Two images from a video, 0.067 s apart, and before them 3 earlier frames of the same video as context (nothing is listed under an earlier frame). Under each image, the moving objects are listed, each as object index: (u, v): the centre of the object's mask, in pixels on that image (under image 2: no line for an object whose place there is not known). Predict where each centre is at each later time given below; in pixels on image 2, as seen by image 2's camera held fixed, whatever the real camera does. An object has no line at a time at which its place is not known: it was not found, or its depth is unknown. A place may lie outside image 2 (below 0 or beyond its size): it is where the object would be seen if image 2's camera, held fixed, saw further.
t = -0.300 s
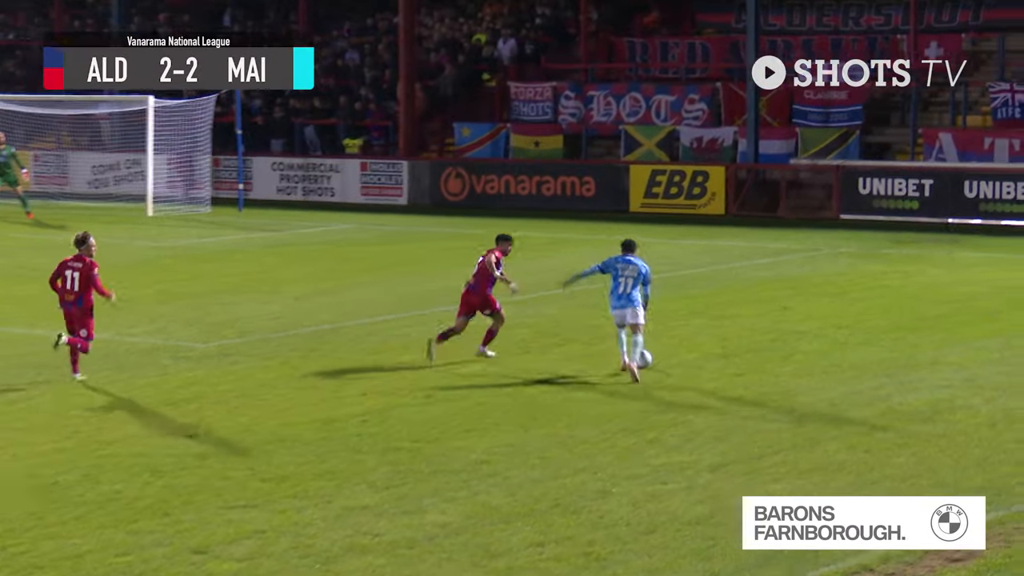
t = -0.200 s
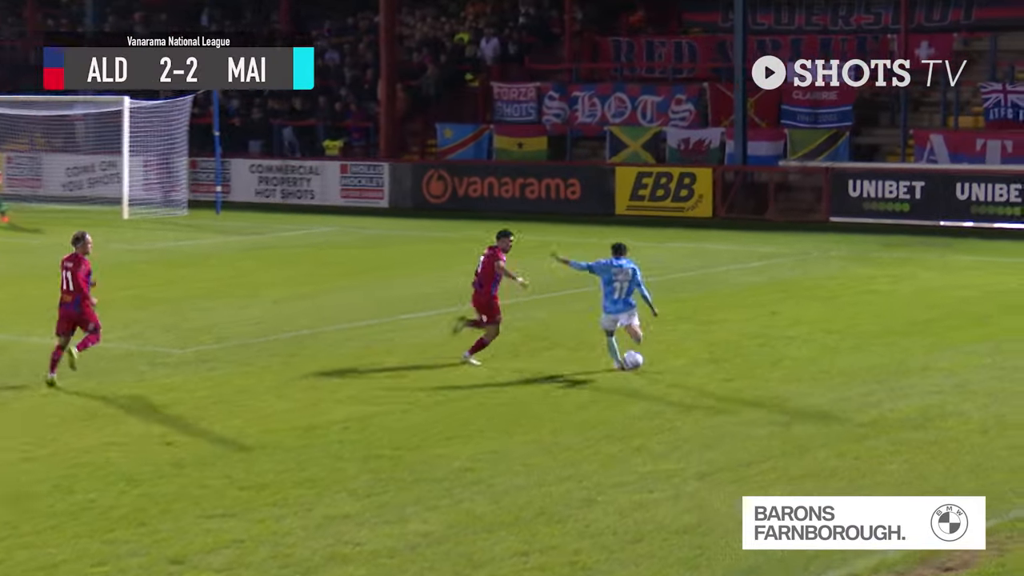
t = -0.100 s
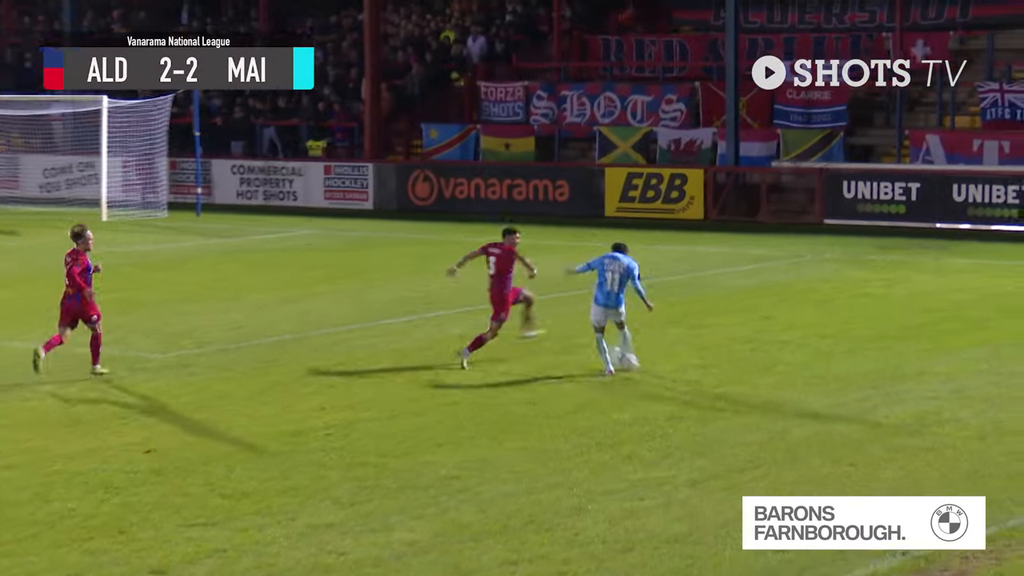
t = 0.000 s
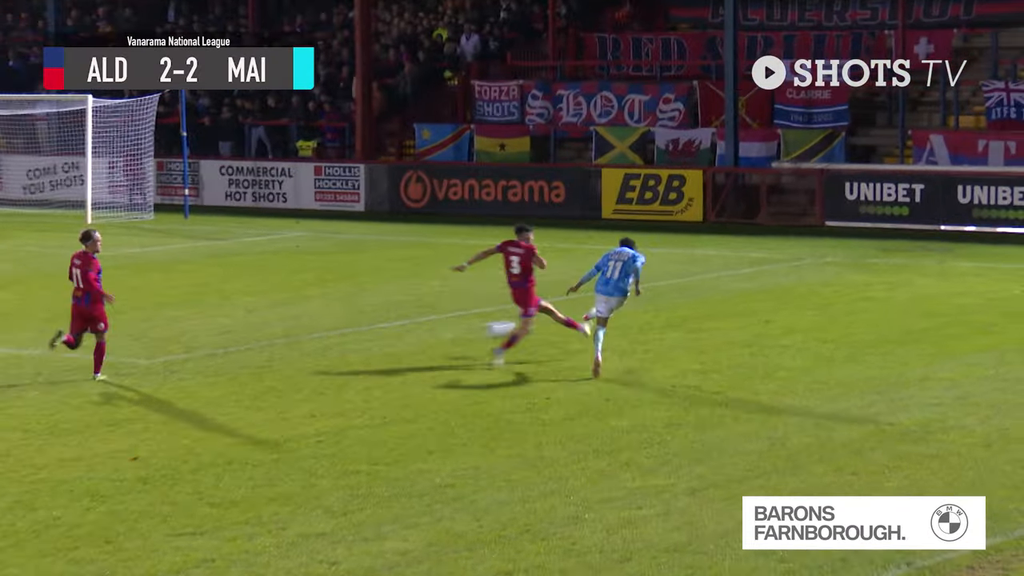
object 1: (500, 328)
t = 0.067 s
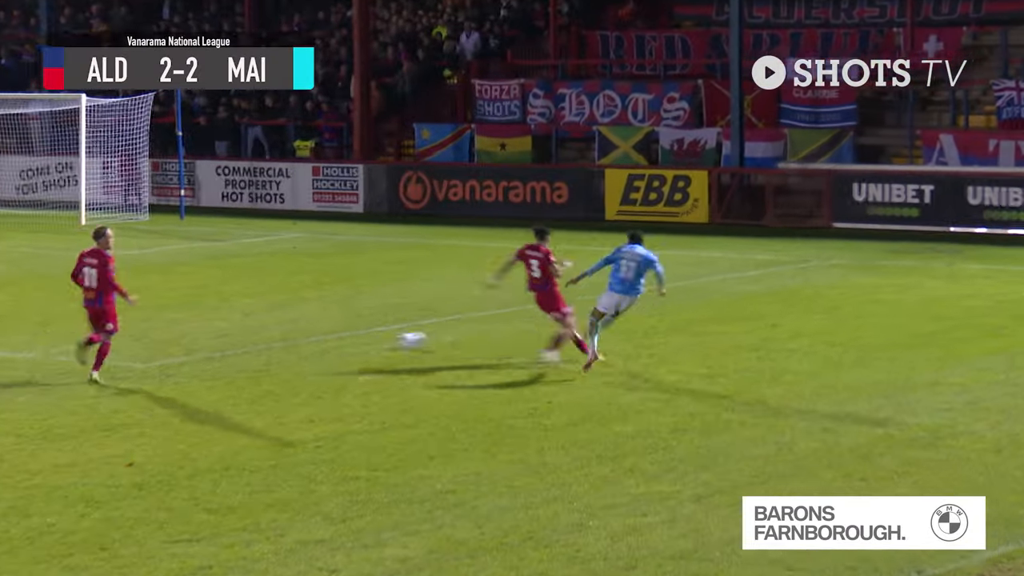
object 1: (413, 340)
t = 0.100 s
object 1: (393, 336)
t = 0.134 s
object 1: (359, 327)
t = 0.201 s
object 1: (306, 313)
